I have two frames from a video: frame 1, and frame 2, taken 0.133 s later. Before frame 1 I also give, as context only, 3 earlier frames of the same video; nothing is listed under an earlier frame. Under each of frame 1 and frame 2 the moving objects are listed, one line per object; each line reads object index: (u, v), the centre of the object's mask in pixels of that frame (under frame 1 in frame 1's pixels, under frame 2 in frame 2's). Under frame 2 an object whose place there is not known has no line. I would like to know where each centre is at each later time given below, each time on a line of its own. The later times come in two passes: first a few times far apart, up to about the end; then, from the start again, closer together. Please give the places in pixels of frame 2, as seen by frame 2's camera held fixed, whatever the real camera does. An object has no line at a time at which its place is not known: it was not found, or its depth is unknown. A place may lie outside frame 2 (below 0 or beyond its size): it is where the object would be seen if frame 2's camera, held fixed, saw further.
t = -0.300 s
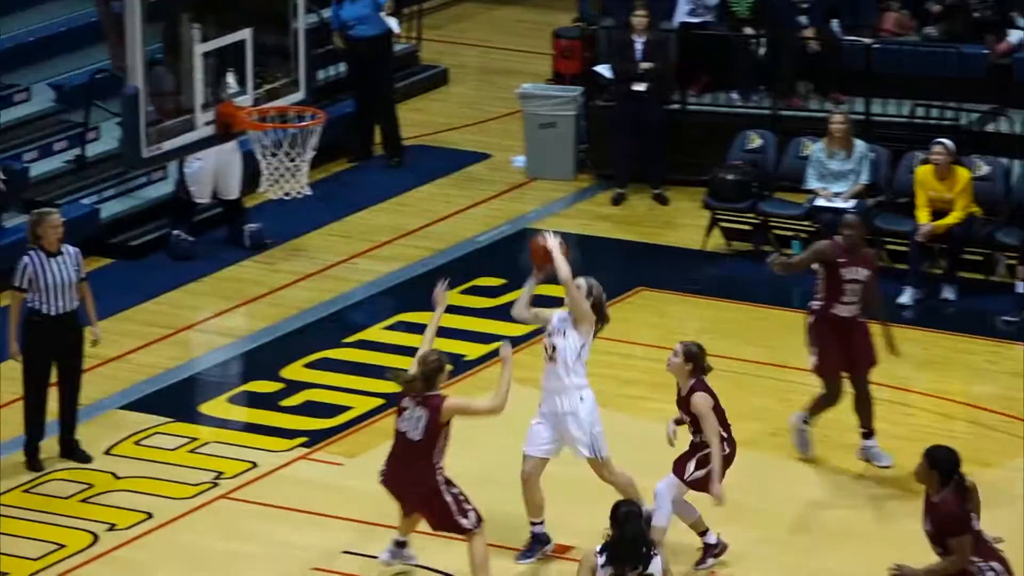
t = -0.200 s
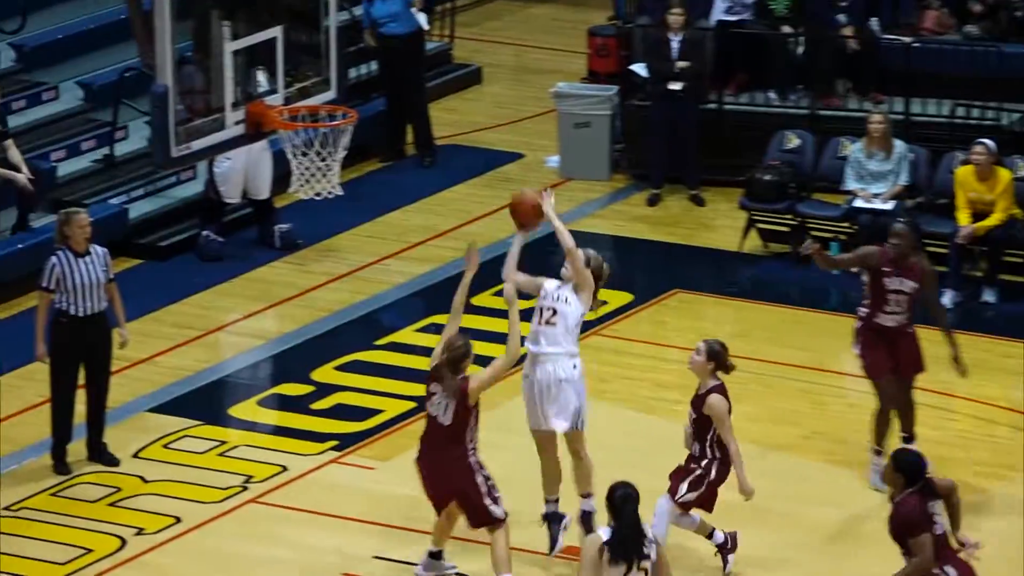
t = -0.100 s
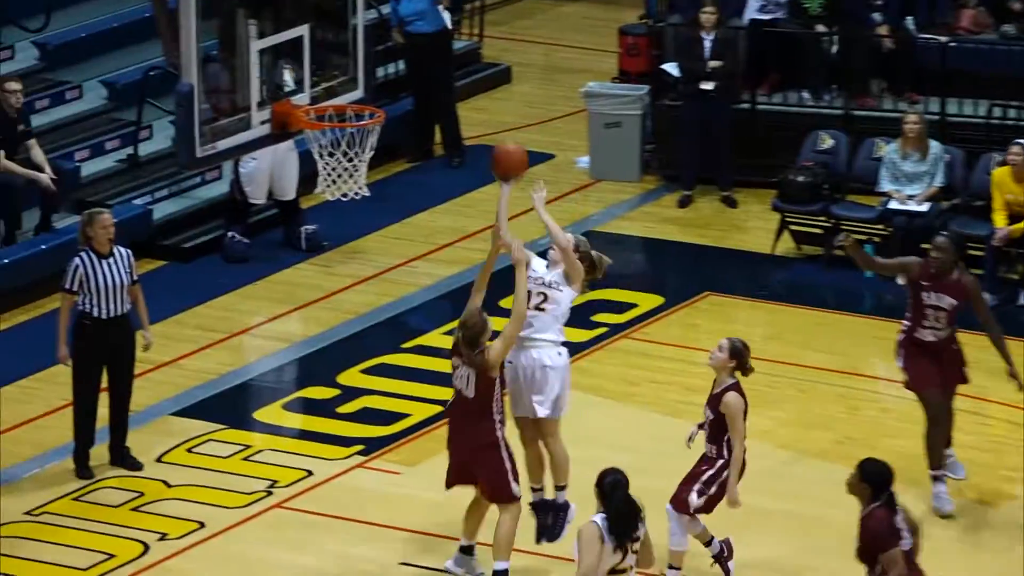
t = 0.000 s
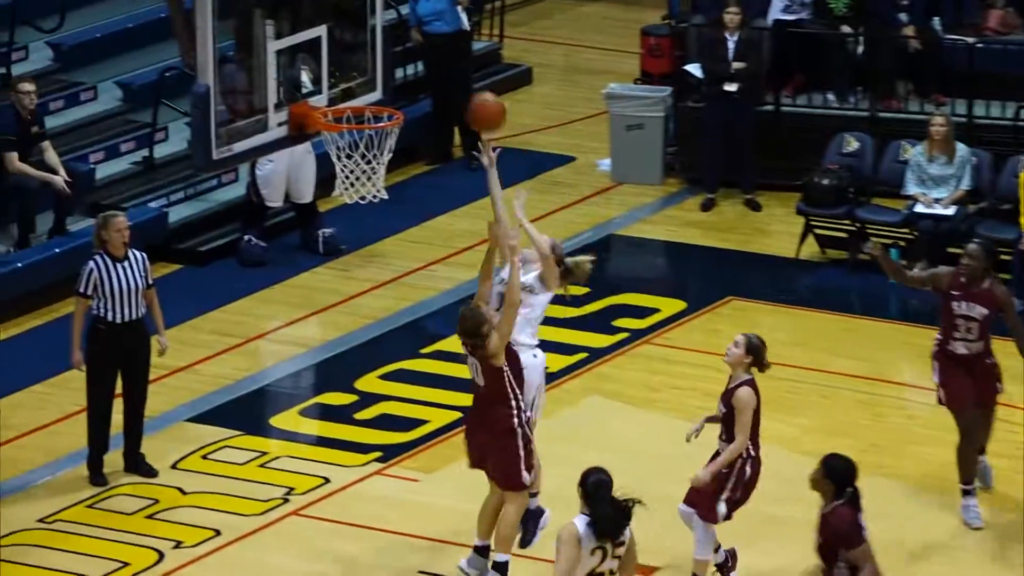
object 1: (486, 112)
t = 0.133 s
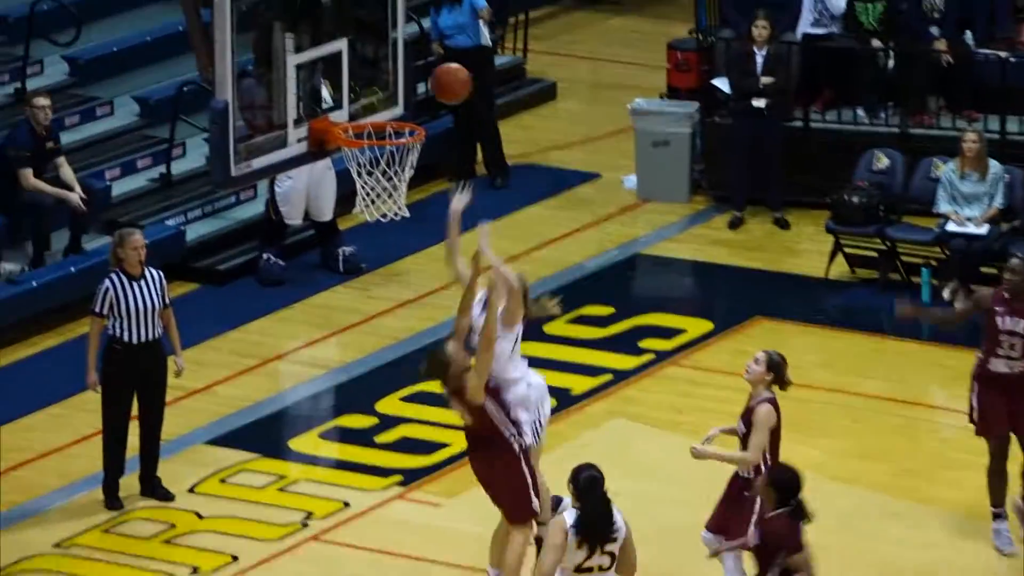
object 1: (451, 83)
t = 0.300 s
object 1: (375, 70)
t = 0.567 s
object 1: (364, 123)
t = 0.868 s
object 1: (366, 147)
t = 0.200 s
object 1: (422, 72)
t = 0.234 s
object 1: (407, 68)
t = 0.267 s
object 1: (392, 69)
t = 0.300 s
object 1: (375, 70)
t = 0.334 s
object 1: (362, 73)
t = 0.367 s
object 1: (357, 76)
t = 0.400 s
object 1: (356, 80)
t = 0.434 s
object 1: (356, 87)
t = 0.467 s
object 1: (356, 95)
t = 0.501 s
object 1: (356, 106)
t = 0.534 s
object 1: (356, 117)
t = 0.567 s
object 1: (364, 123)
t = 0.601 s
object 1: (375, 125)
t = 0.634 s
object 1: (389, 129)
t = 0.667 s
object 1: (393, 128)
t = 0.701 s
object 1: (399, 127)
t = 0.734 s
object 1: (397, 127)
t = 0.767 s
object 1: (390, 128)
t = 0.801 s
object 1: (382, 135)
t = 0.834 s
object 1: (372, 140)
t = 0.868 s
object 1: (366, 147)
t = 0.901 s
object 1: (358, 159)
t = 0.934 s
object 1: (352, 163)
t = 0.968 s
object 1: (348, 166)
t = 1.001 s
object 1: (348, 174)
